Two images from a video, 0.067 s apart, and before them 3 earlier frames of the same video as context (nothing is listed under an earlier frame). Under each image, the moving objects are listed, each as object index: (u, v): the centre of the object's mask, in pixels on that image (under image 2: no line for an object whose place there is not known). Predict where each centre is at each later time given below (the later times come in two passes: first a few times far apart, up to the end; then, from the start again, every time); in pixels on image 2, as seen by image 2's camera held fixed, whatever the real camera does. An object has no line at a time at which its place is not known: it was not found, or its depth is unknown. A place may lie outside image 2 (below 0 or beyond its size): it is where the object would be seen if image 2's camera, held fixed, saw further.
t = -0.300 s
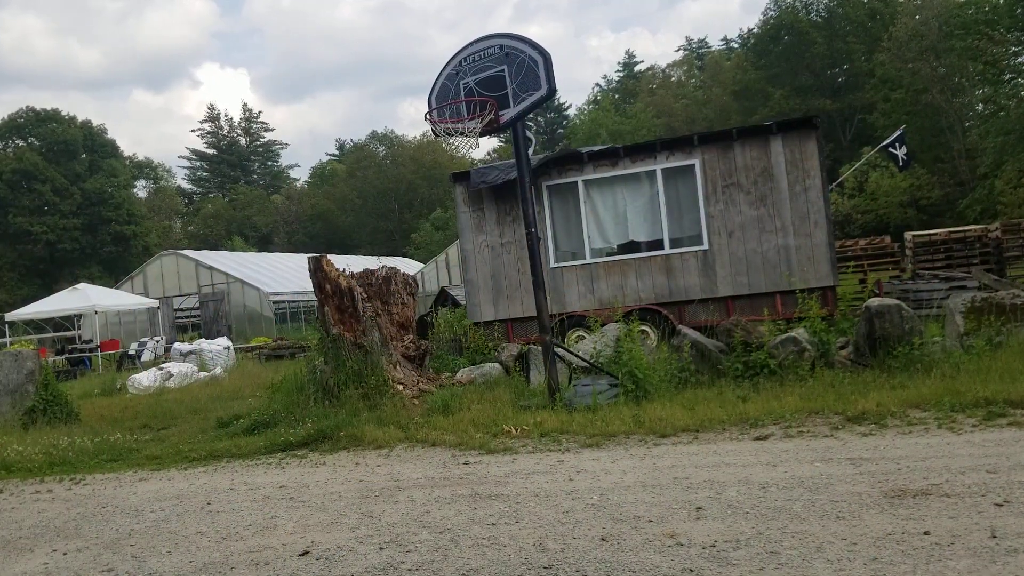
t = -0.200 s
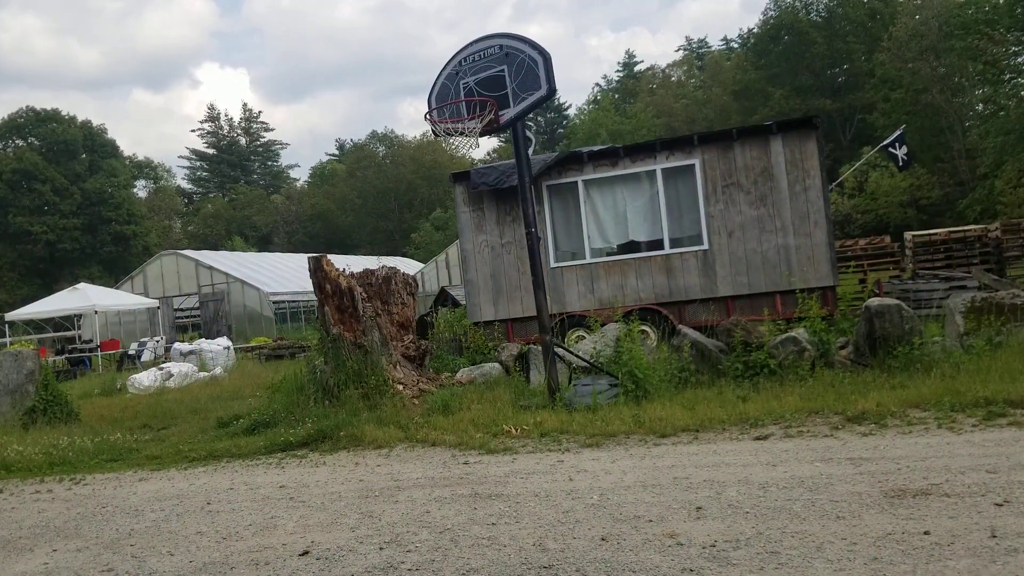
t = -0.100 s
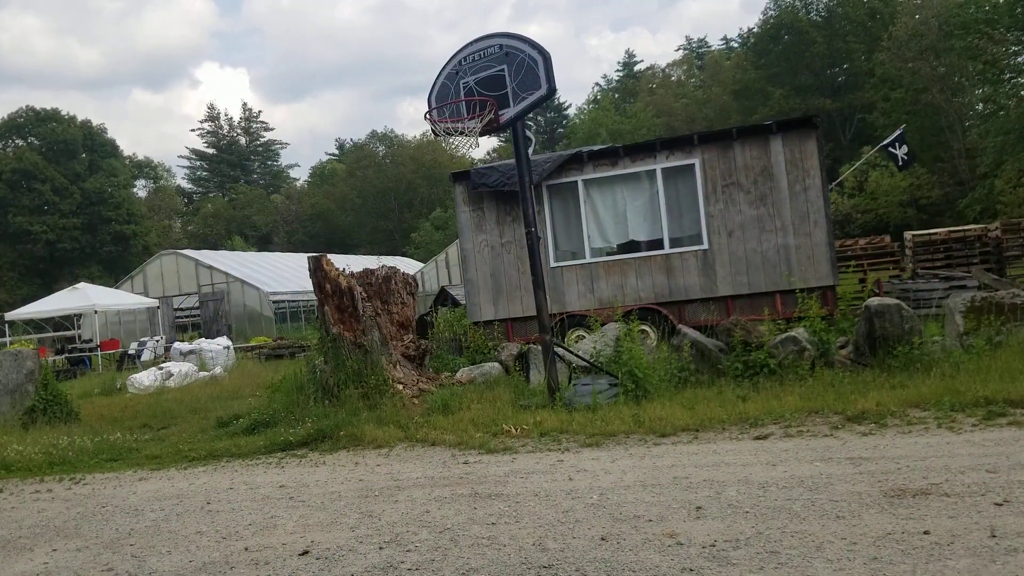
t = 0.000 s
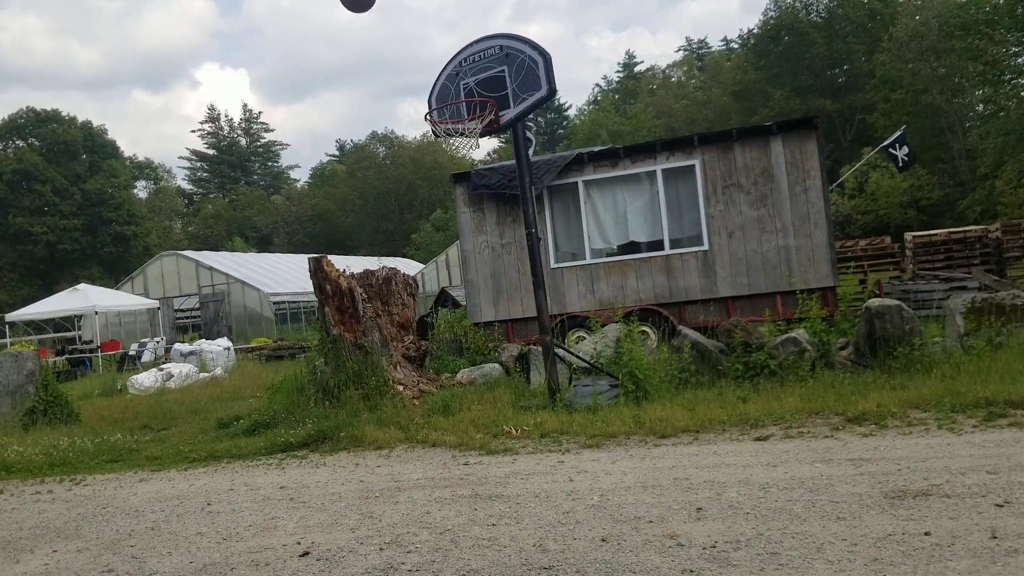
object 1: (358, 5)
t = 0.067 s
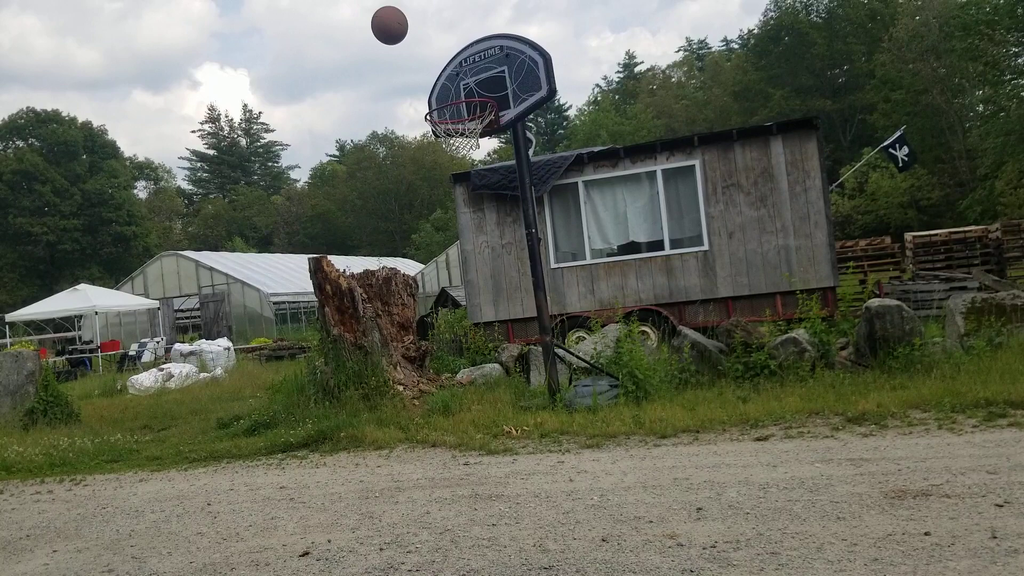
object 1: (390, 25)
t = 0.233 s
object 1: (454, 105)
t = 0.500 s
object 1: (408, 68)
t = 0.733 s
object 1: (371, 116)
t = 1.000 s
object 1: (335, 274)
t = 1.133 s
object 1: (323, 398)
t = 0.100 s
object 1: (405, 43)
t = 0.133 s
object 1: (420, 62)
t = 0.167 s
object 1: (434, 81)
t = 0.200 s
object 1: (448, 102)
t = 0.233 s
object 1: (454, 105)
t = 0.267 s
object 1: (453, 92)
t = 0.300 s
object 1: (446, 86)
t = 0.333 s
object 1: (439, 80)
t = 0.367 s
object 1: (433, 75)
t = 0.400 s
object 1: (426, 71)
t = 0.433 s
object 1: (420, 69)
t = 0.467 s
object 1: (414, 68)
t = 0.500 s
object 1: (408, 68)
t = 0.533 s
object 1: (402, 70)
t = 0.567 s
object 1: (396, 74)
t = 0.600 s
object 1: (391, 79)
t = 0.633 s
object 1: (386, 86)
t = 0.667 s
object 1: (380, 94)
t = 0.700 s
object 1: (375, 105)
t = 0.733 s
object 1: (371, 116)
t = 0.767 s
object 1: (366, 130)
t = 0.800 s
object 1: (361, 145)
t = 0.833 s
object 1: (357, 162)
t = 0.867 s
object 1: (352, 181)
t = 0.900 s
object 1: (348, 201)
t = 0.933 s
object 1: (344, 223)
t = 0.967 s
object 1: (340, 248)
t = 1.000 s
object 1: (335, 274)
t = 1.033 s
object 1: (332, 302)
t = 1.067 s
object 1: (329, 332)
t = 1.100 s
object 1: (326, 364)
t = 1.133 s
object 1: (323, 398)
